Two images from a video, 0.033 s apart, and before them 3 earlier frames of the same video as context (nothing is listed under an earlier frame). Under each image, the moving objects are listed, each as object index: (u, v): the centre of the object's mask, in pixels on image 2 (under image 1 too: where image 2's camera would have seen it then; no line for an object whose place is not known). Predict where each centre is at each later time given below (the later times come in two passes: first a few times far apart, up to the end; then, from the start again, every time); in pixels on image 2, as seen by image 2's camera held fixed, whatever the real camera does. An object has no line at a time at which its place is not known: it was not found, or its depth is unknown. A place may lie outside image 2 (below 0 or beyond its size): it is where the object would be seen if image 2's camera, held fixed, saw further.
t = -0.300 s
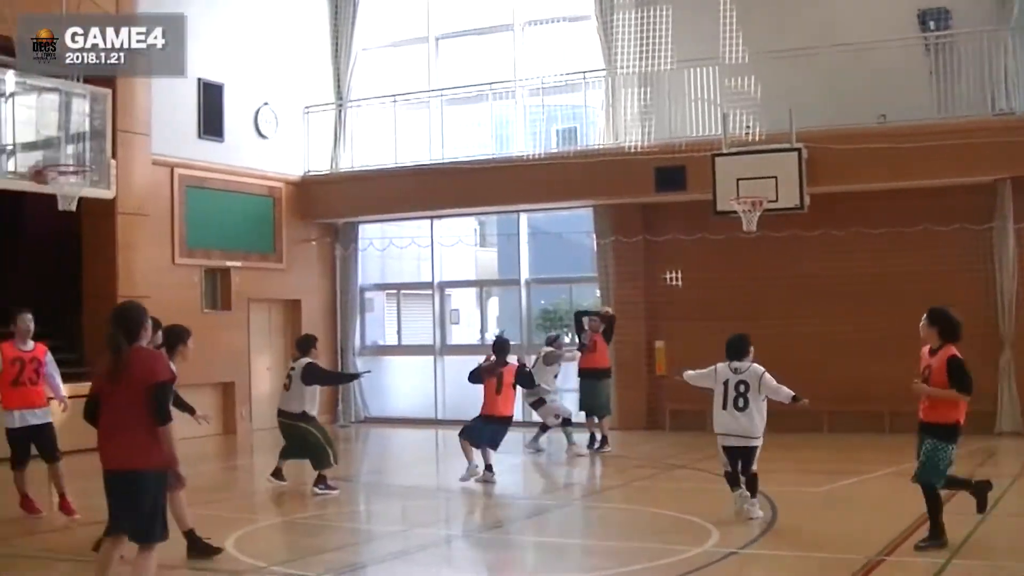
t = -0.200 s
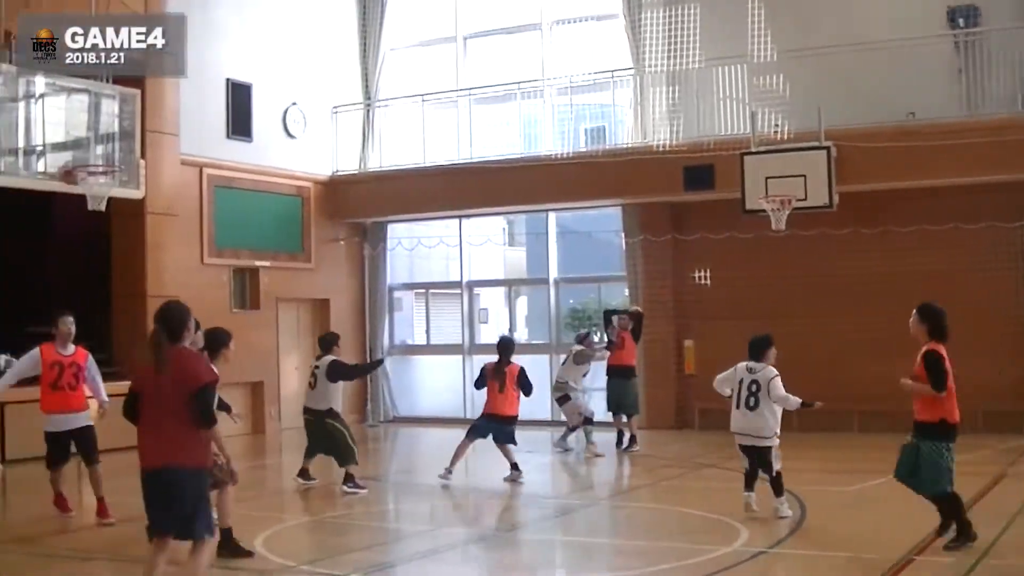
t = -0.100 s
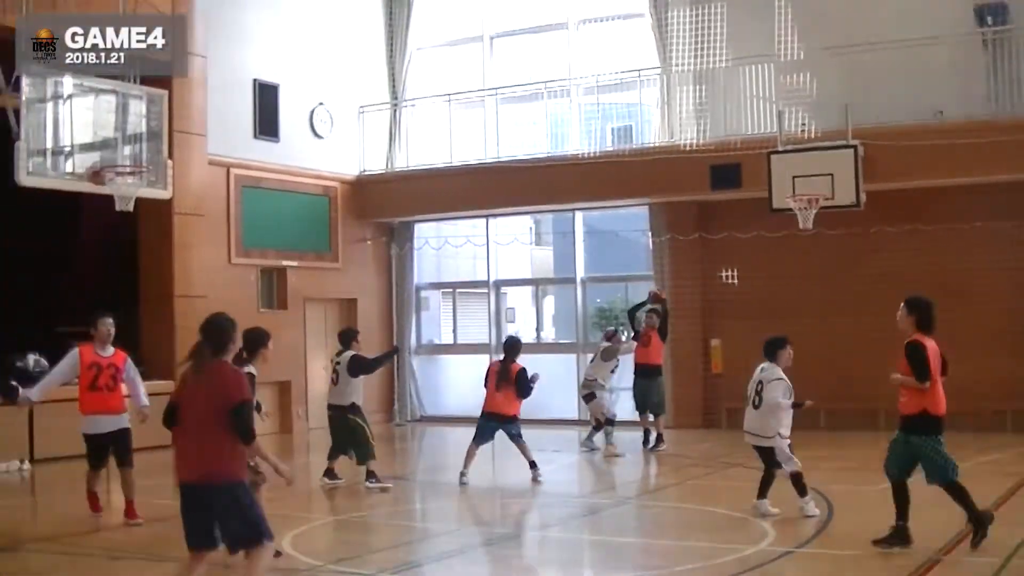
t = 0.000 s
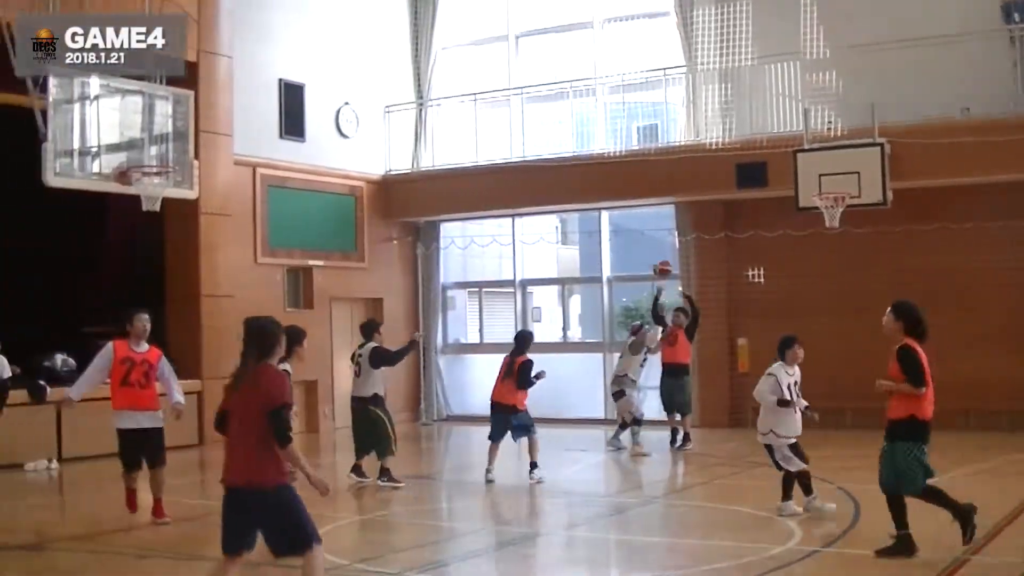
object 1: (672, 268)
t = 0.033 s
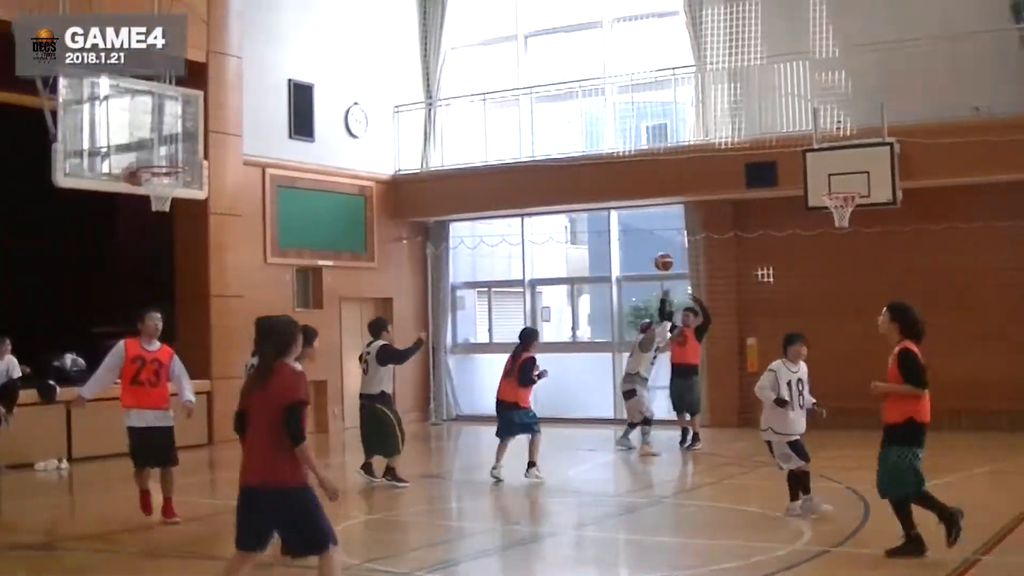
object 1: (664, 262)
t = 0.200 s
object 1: (622, 242)
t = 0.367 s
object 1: (579, 244)
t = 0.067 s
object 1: (656, 256)
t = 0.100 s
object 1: (647, 251)
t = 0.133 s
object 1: (639, 247)
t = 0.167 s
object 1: (631, 244)
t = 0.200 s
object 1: (622, 242)
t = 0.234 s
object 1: (614, 240)
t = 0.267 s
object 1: (605, 240)
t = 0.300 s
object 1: (596, 240)
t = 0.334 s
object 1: (588, 242)
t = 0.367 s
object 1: (579, 244)
